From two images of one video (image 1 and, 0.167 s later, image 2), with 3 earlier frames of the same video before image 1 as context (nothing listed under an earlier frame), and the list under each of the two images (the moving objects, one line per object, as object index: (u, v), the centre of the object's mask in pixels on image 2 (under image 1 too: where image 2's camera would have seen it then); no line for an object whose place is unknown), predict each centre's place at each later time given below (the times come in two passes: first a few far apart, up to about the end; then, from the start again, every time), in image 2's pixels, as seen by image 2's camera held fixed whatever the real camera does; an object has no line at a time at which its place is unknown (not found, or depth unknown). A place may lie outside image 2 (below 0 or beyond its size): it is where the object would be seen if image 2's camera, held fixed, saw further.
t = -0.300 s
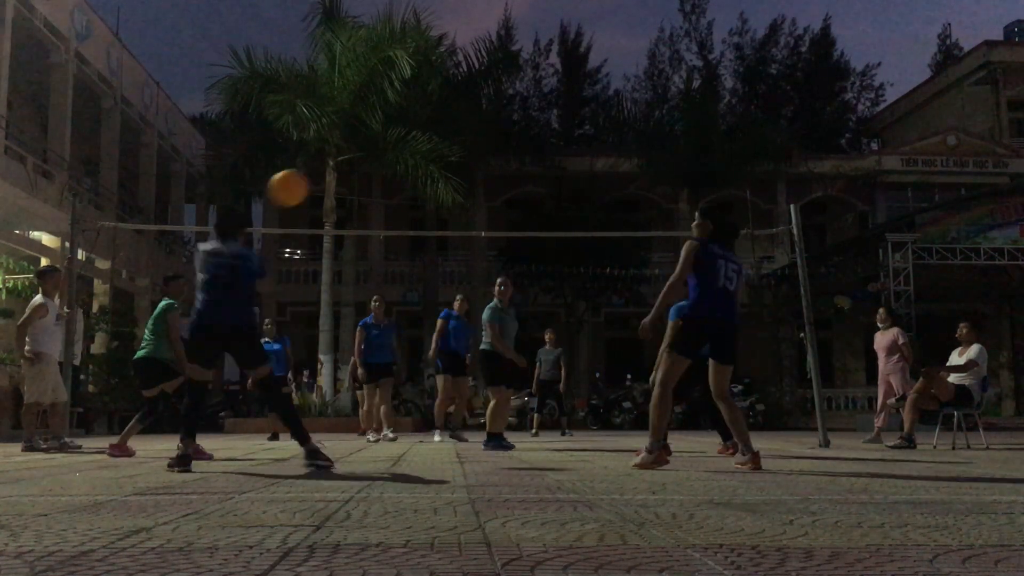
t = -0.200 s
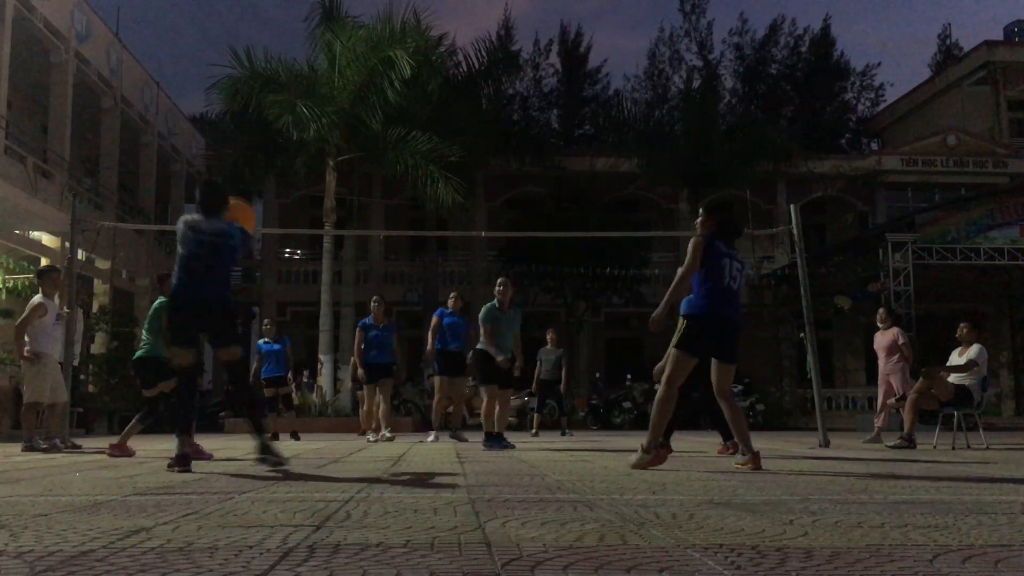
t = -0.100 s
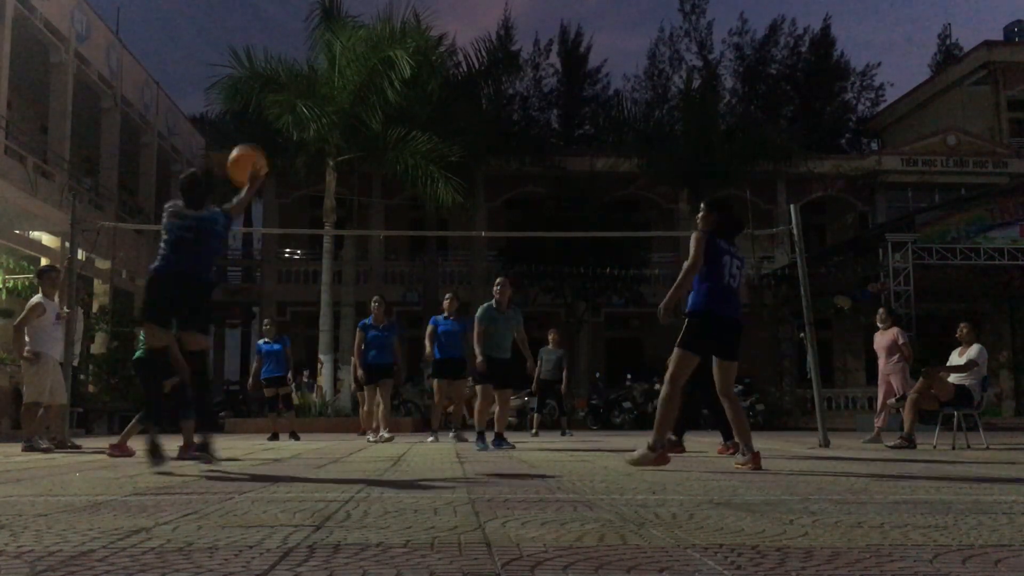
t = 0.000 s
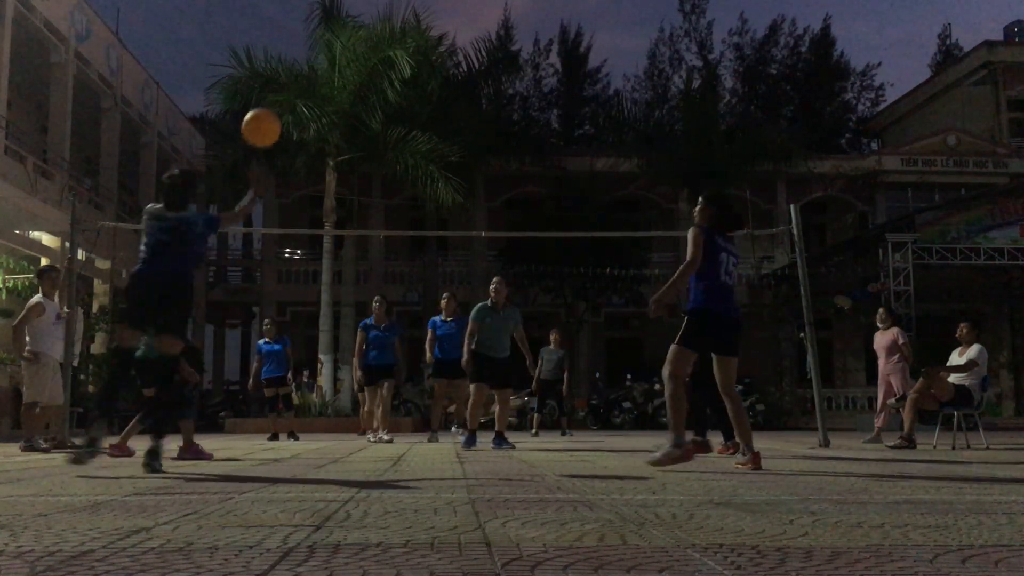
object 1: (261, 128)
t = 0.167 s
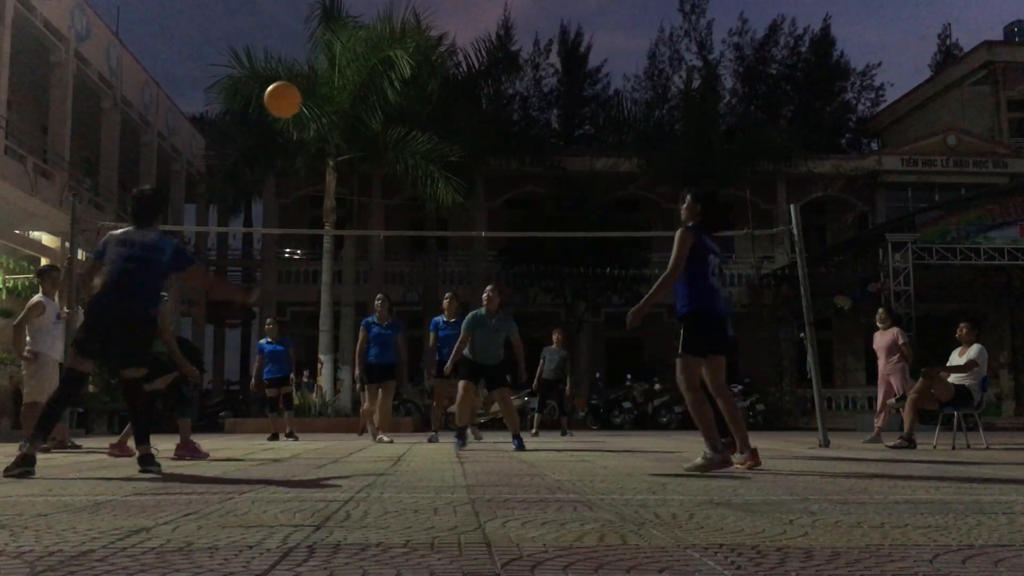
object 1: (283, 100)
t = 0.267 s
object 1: (295, 101)
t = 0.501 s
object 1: (320, 152)
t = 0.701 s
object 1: (339, 245)
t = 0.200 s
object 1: (287, 99)
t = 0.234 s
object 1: (291, 99)
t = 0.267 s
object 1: (295, 101)
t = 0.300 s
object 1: (299, 104)
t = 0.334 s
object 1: (302, 109)
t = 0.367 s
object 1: (306, 115)
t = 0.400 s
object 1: (310, 122)
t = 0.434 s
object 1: (314, 131)
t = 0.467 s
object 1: (317, 141)
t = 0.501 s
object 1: (320, 152)
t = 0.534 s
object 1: (324, 164)
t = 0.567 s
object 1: (327, 178)
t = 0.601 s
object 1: (330, 193)
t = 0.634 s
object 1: (333, 209)
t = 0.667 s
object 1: (336, 227)
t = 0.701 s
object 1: (339, 245)
